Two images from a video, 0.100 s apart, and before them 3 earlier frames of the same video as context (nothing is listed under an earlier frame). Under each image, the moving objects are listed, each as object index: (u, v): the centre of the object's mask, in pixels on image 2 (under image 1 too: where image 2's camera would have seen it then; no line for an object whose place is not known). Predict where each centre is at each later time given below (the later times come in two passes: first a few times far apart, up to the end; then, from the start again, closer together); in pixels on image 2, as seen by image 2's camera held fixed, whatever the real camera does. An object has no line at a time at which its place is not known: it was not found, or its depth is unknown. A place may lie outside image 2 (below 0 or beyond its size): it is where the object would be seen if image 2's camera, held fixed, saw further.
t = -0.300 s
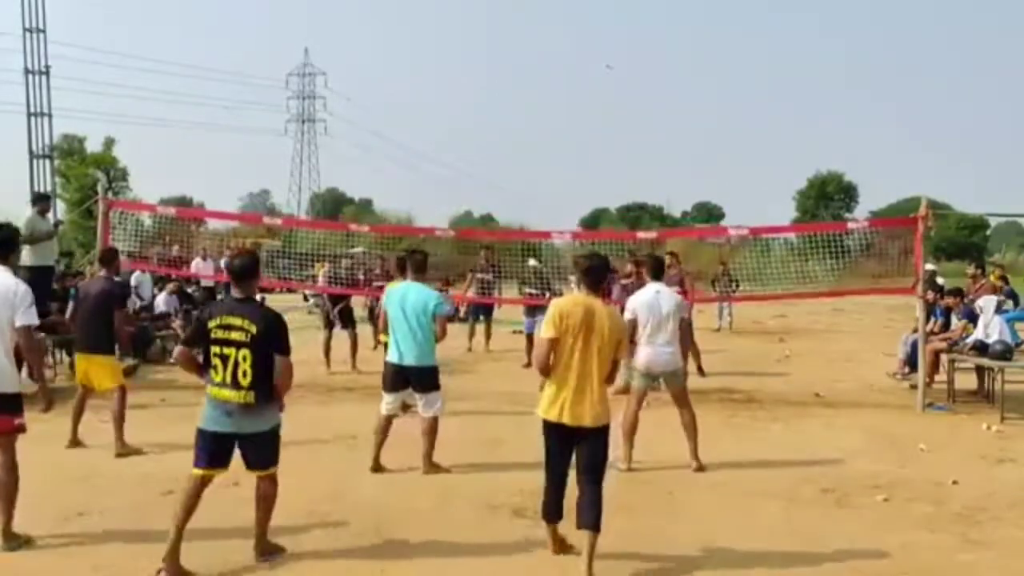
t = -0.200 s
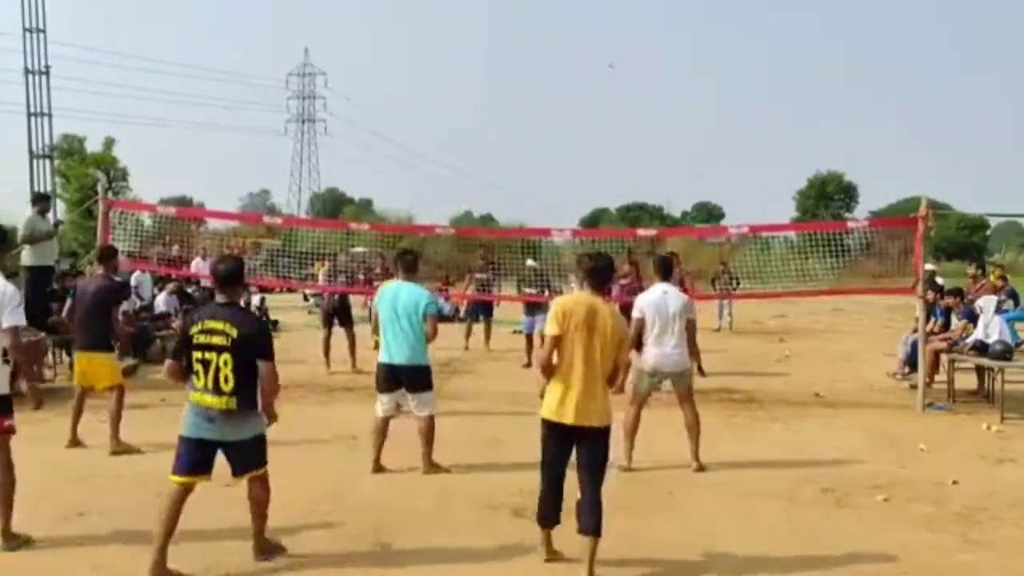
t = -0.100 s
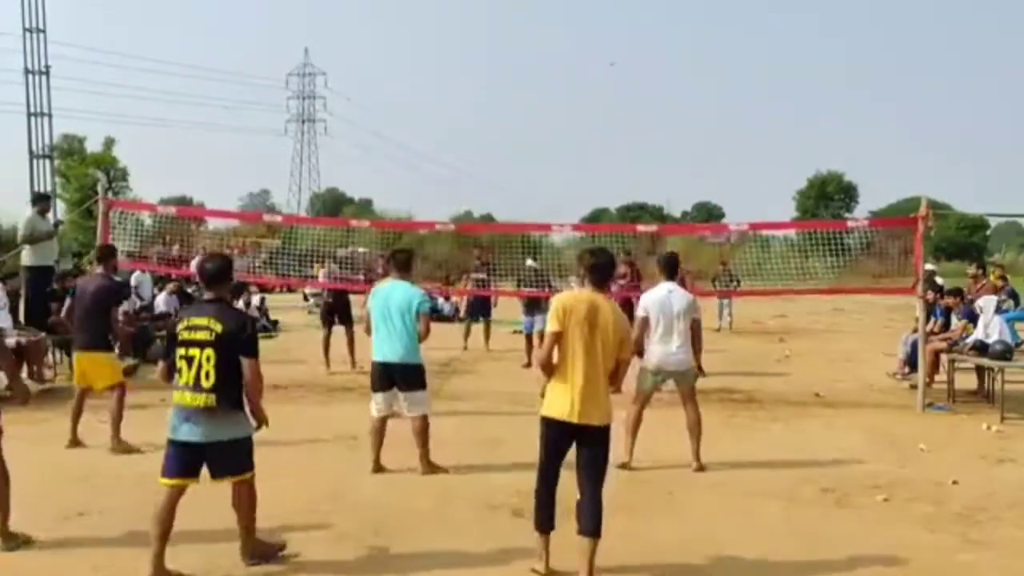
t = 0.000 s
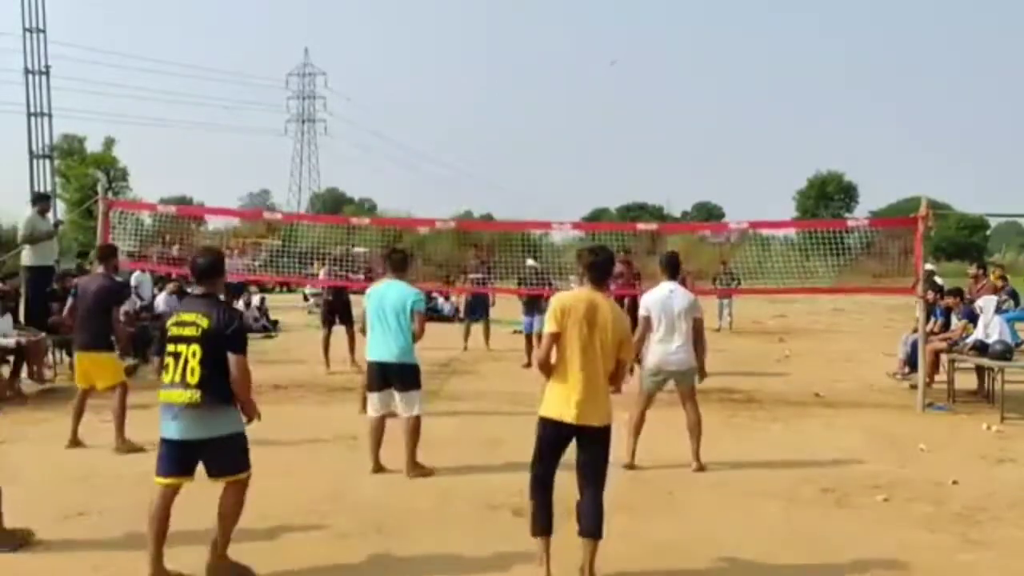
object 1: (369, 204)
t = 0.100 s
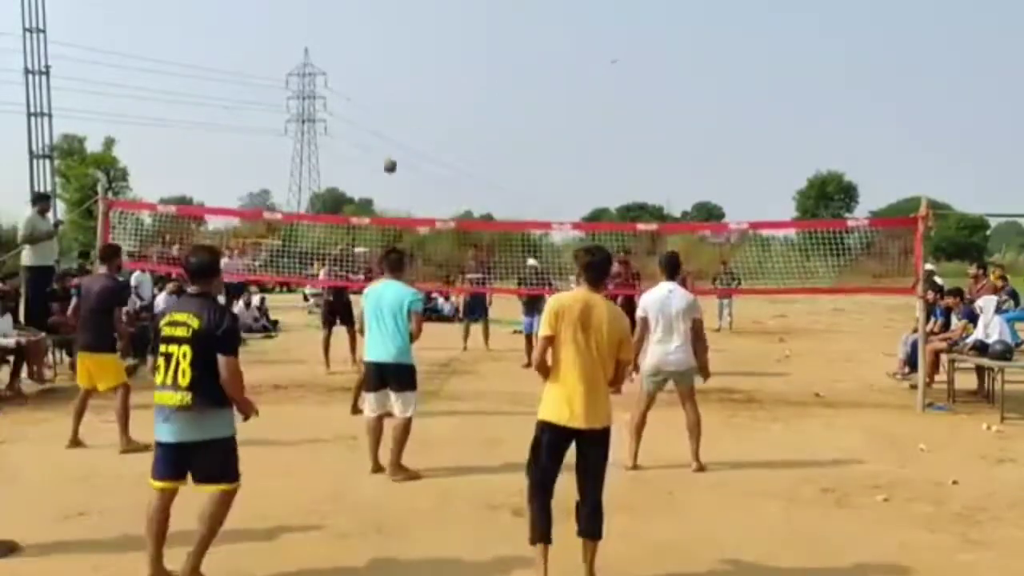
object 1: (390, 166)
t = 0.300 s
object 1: (433, 97)
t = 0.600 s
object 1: (515, 42)
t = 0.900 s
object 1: (624, 78)
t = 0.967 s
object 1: (654, 104)
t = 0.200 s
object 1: (411, 129)
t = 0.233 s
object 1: (418, 117)
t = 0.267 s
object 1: (426, 107)
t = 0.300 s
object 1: (433, 97)
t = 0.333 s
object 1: (441, 88)
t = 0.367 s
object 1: (449, 79)
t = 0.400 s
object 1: (458, 71)
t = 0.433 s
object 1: (466, 64)
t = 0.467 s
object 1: (475, 58)
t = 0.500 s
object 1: (485, 53)
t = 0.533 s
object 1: (494, 48)
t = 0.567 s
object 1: (504, 45)
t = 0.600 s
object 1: (515, 42)
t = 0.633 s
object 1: (525, 41)
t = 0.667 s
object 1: (536, 41)
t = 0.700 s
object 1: (547, 41)
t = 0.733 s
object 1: (559, 43)
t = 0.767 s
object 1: (571, 47)
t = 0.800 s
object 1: (584, 52)
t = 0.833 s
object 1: (597, 59)
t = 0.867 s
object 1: (610, 67)
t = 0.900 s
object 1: (624, 78)
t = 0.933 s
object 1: (638, 90)
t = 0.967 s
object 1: (654, 104)
